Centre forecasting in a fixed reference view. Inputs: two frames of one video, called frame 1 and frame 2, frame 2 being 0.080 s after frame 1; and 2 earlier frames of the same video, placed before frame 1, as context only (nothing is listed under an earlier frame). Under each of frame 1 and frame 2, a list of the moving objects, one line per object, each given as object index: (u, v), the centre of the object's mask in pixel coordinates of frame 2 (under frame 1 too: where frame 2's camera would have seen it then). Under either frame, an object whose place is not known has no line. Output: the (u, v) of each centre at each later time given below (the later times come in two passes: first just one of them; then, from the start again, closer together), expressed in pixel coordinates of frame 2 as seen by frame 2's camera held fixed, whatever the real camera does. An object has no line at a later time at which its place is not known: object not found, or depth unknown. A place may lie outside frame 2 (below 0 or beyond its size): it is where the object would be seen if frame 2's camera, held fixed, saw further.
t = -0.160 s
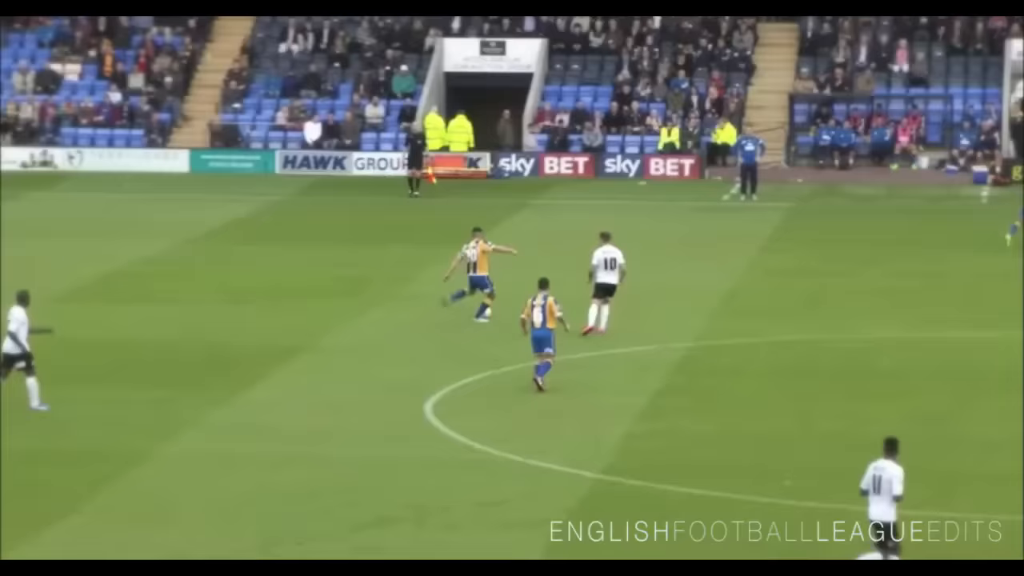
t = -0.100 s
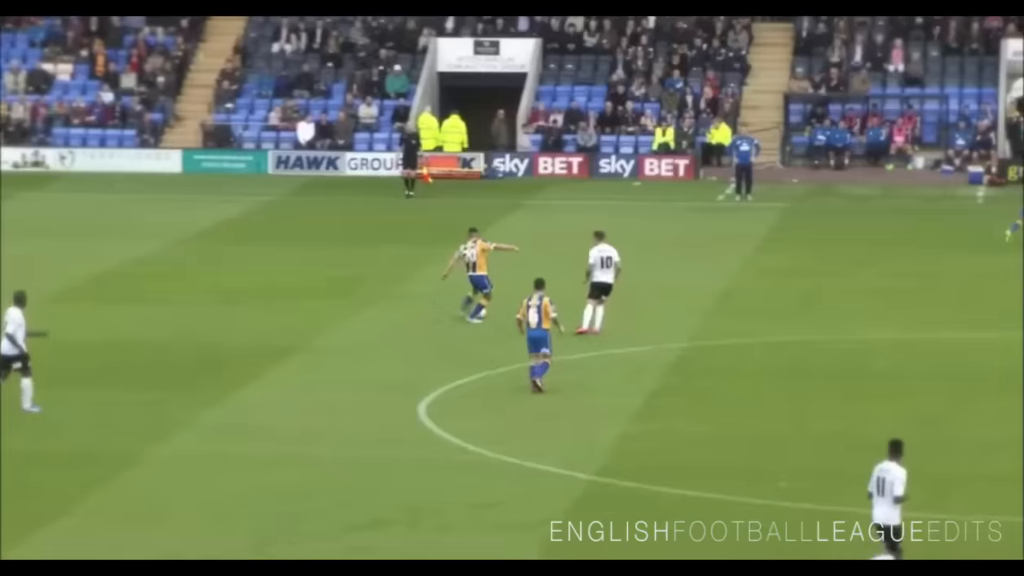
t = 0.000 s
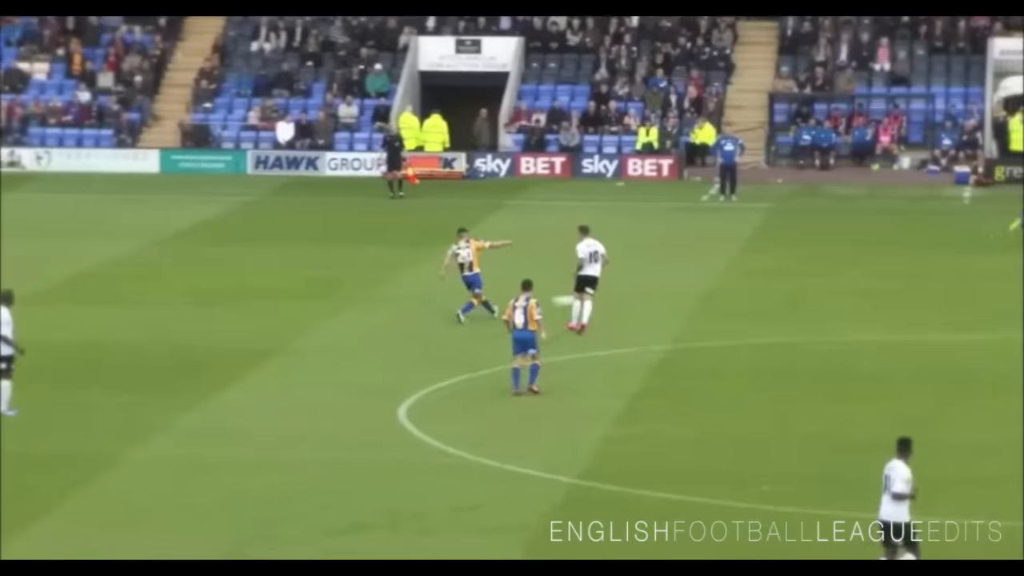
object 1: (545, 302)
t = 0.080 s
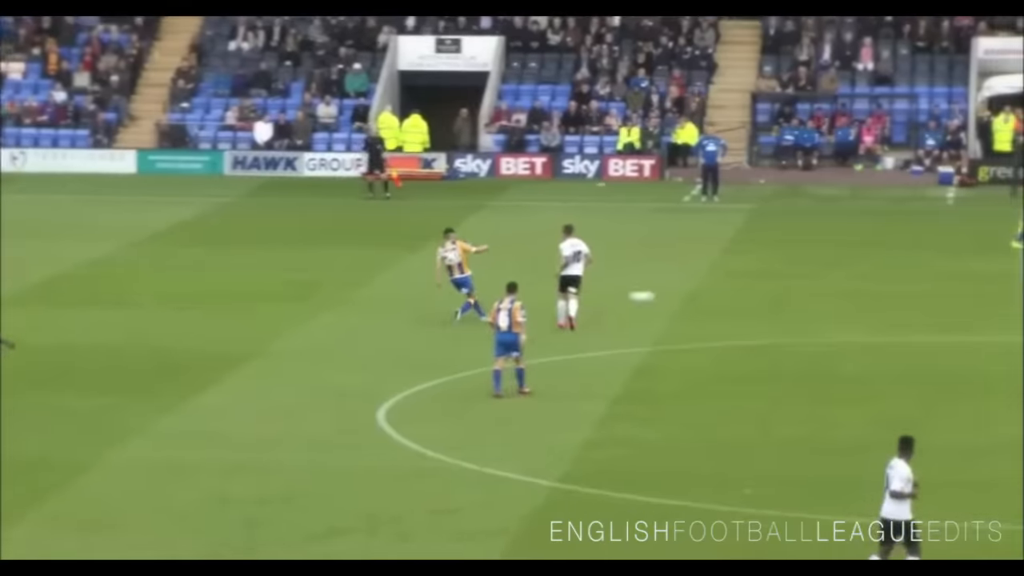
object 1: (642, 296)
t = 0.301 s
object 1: (889, 303)
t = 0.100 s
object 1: (665, 296)
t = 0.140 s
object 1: (711, 296)
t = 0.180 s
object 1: (757, 295)
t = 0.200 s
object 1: (779, 296)
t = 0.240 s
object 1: (823, 297)
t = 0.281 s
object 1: (867, 301)
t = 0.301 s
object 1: (889, 303)
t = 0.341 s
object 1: (931, 304)
